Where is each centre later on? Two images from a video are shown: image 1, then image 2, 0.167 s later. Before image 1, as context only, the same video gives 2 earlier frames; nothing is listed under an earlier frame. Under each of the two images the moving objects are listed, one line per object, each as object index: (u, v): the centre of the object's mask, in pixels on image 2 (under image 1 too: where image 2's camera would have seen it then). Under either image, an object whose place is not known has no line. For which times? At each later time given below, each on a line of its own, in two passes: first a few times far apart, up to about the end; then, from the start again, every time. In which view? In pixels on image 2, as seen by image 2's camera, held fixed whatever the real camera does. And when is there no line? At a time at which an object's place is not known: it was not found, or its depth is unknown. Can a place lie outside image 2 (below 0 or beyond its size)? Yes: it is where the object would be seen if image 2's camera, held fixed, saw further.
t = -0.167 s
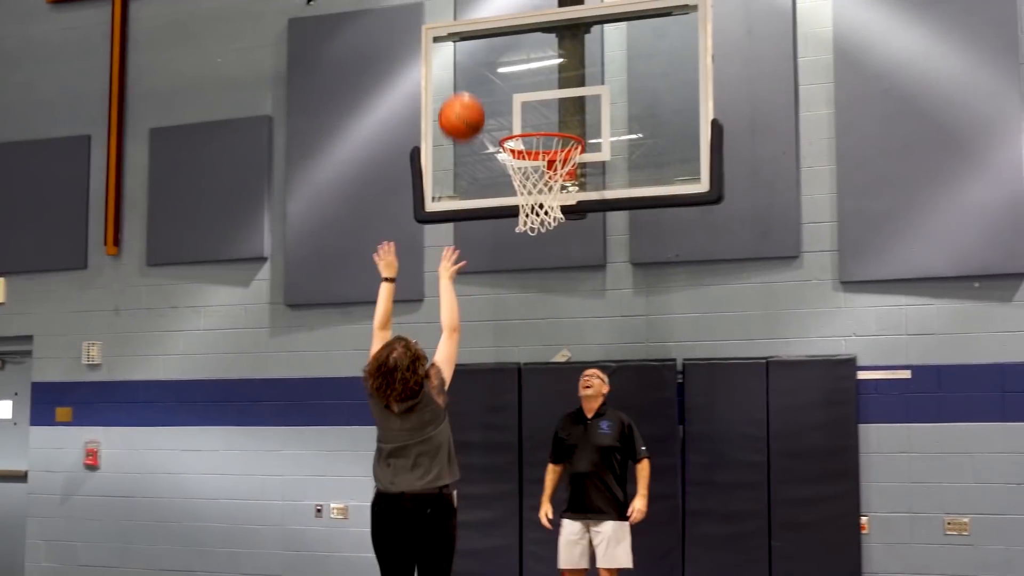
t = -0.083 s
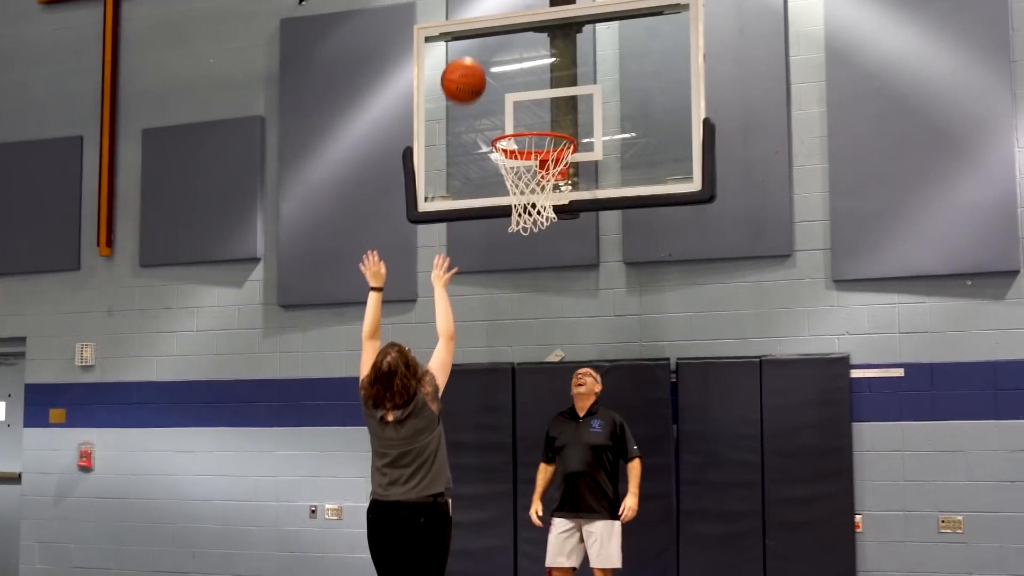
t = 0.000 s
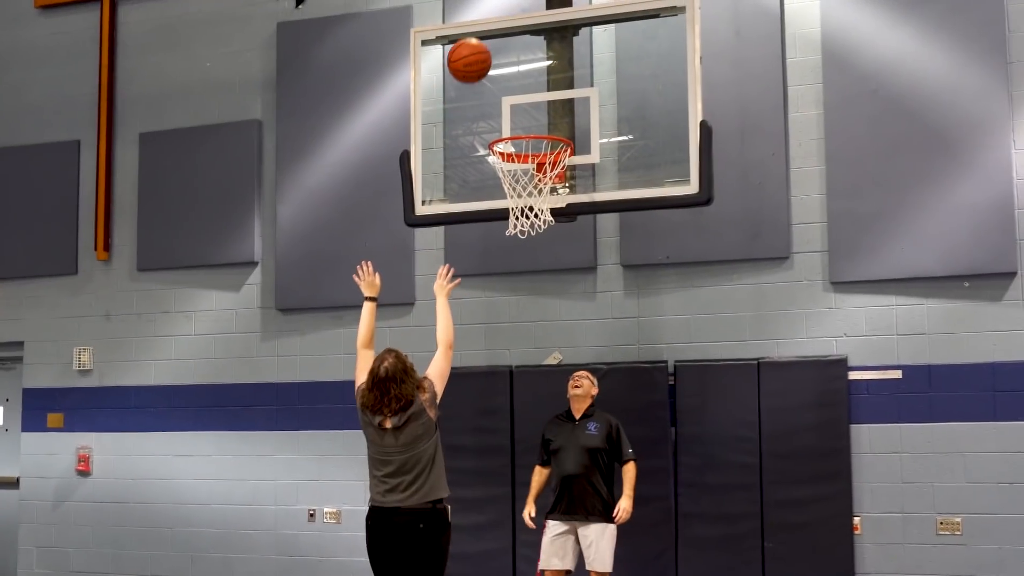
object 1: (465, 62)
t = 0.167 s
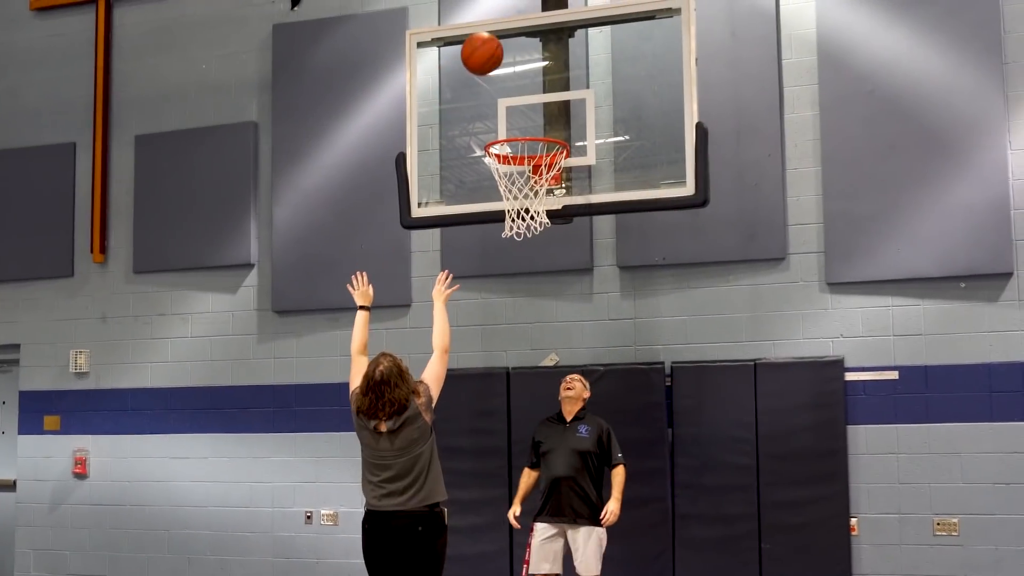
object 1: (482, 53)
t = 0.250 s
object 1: (490, 66)
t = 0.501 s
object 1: (513, 120)
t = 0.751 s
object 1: (525, 89)
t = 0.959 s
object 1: (530, 123)
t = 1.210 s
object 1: (526, 146)
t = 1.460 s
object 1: (523, 197)
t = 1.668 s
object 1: (524, 260)
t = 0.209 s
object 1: (486, 58)
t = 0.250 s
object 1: (490, 66)
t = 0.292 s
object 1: (494, 77)
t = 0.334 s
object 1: (498, 91)
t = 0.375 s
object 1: (503, 105)
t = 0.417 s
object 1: (507, 123)
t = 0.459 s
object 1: (509, 128)
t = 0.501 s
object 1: (513, 120)
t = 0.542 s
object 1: (515, 109)
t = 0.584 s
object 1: (518, 100)
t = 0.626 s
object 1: (521, 95)
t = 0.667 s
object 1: (523, 92)
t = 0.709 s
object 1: (525, 89)
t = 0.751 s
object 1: (525, 89)
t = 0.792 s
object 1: (526, 90)
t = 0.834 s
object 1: (527, 95)
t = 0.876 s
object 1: (528, 102)
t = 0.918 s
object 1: (529, 113)
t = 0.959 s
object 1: (530, 123)
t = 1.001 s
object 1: (530, 138)
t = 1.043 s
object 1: (529, 137)
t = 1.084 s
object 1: (529, 137)
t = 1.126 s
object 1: (528, 141)
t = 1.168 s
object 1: (527, 143)
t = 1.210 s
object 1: (526, 146)
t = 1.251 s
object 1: (524, 152)
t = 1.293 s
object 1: (521, 160)
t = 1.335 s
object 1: (524, 172)
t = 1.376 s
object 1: (522, 182)
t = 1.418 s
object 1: (520, 189)
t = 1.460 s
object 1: (523, 197)
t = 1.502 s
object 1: (522, 205)
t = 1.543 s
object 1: (523, 215)
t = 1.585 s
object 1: (523, 228)
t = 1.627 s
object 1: (524, 242)
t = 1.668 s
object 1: (524, 260)
